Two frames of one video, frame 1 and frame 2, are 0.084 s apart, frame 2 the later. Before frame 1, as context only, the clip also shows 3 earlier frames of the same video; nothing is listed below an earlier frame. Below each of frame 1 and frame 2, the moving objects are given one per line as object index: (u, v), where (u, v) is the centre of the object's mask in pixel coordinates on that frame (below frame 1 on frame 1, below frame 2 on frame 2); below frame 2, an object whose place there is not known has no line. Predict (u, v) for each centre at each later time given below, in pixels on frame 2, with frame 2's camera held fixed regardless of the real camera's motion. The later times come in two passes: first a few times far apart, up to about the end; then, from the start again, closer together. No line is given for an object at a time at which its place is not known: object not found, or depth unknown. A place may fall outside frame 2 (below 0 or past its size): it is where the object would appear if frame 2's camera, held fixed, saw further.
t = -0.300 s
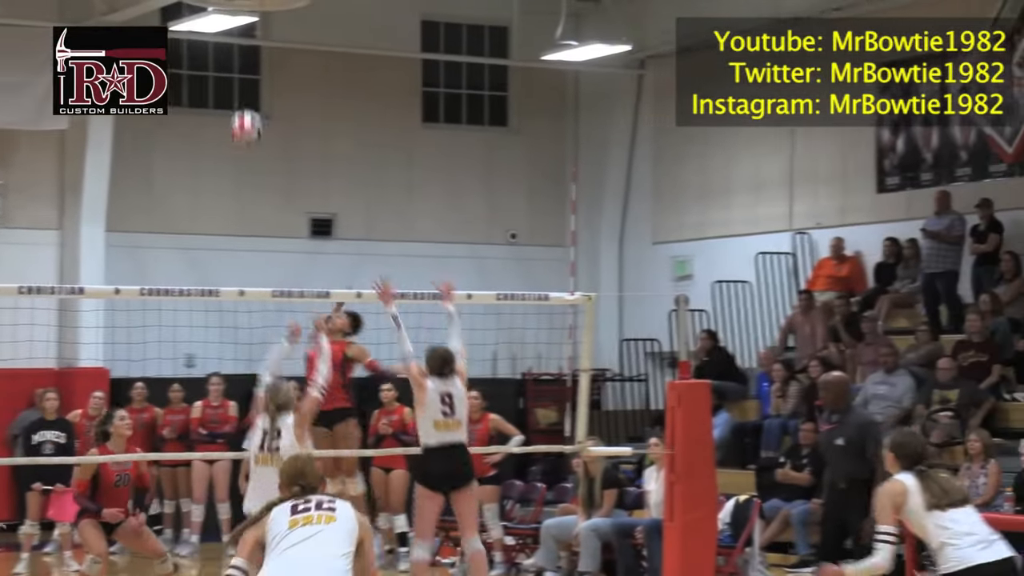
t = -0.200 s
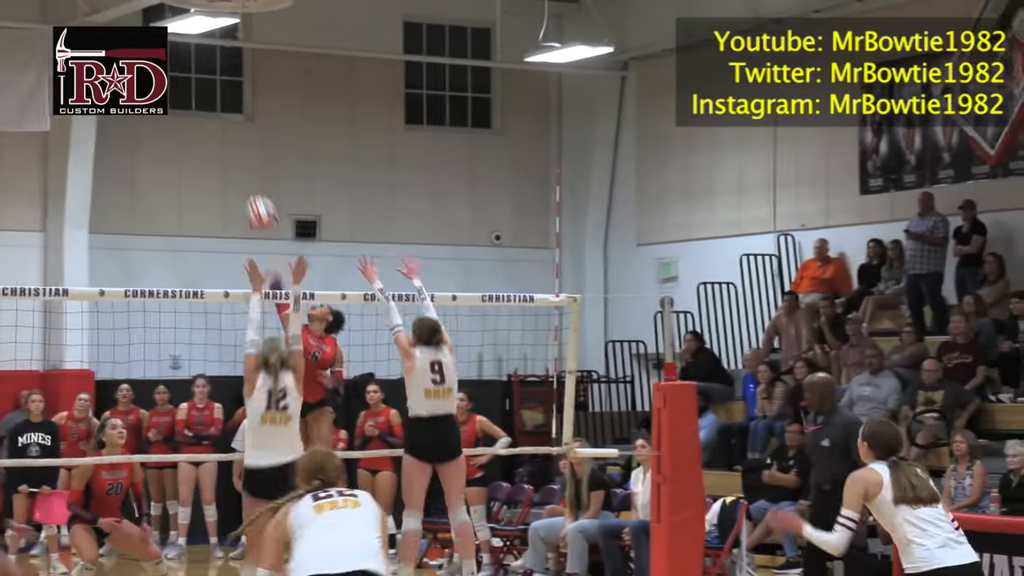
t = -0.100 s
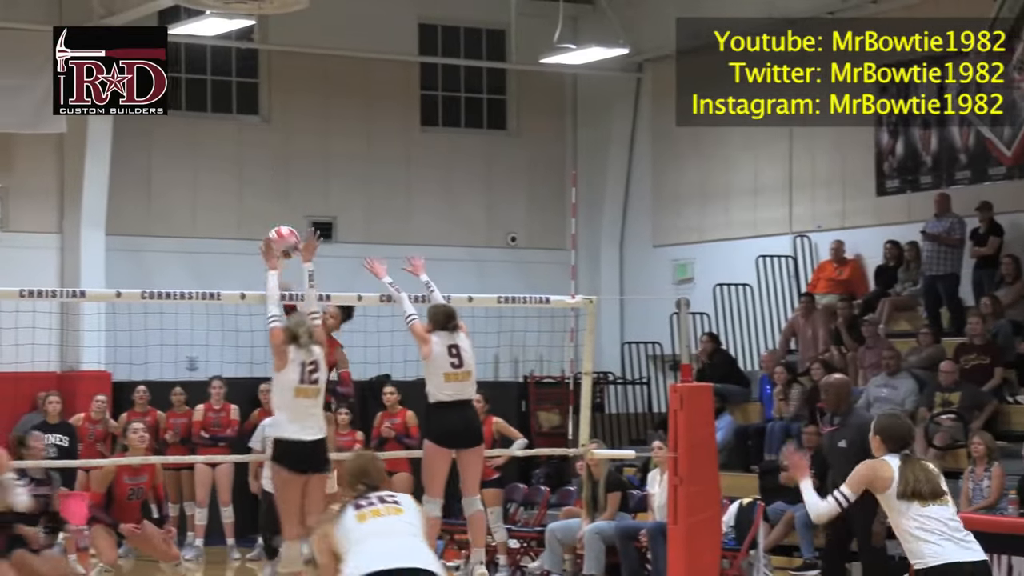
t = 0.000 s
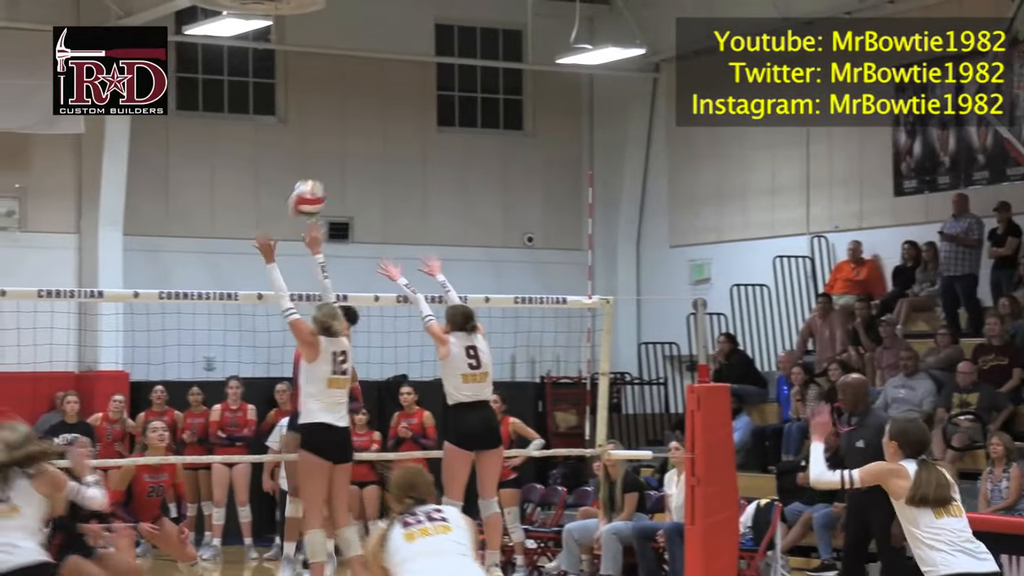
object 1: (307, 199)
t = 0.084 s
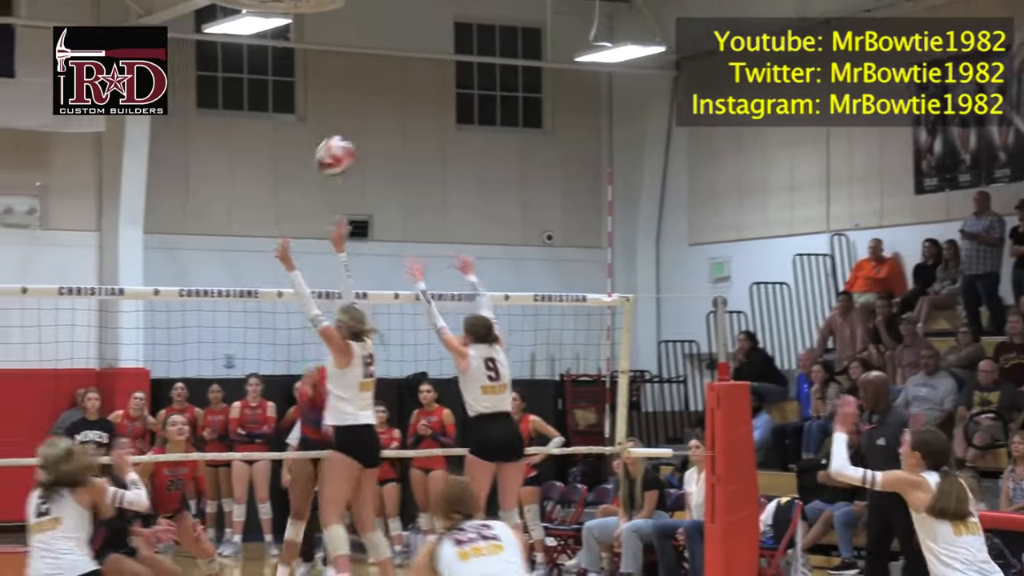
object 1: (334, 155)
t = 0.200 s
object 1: (348, 117)
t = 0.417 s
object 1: (383, 107)
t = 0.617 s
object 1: (421, 197)
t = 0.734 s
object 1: (449, 312)
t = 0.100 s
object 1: (337, 149)
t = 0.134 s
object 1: (340, 137)
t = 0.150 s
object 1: (342, 131)
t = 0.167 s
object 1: (344, 126)
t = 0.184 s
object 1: (346, 121)
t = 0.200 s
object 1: (348, 117)
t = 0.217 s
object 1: (351, 112)
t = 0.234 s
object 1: (352, 108)
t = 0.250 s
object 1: (354, 106)
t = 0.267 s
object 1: (357, 103)
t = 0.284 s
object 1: (359, 102)
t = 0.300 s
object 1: (362, 101)
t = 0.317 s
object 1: (364, 100)
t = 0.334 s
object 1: (368, 99)
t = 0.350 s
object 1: (370, 100)
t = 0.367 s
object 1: (373, 101)
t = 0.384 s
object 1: (376, 102)
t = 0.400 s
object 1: (379, 104)
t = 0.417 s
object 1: (383, 107)
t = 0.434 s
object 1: (386, 111)
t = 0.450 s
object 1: (388, 115)
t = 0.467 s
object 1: (391, 121)
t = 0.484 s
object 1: (394, 125)
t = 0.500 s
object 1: (397, 132)
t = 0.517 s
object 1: (400, 139)
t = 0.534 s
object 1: (403, 147)
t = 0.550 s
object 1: (406, 153)
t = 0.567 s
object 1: (409, 164)
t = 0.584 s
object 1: (414, 175)
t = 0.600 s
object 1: (417, 186)
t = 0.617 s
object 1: (421, 197)
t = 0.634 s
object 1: (425, 211)
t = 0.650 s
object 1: (428, 226)
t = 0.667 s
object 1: (432, 242)
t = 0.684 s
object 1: (437, 258)
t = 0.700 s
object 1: (442, 274)
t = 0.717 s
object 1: (446, 290)
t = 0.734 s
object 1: (449, 312)
